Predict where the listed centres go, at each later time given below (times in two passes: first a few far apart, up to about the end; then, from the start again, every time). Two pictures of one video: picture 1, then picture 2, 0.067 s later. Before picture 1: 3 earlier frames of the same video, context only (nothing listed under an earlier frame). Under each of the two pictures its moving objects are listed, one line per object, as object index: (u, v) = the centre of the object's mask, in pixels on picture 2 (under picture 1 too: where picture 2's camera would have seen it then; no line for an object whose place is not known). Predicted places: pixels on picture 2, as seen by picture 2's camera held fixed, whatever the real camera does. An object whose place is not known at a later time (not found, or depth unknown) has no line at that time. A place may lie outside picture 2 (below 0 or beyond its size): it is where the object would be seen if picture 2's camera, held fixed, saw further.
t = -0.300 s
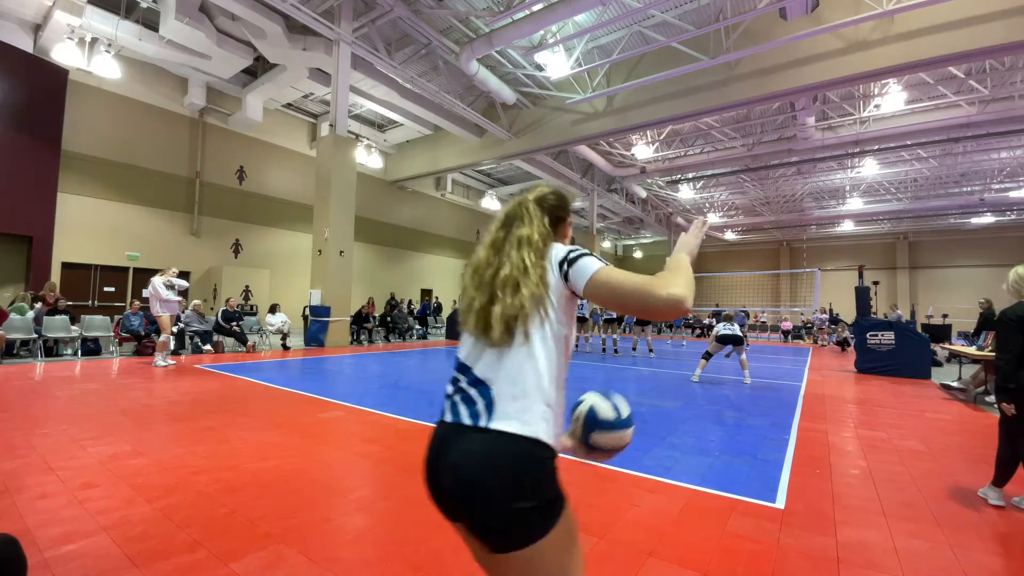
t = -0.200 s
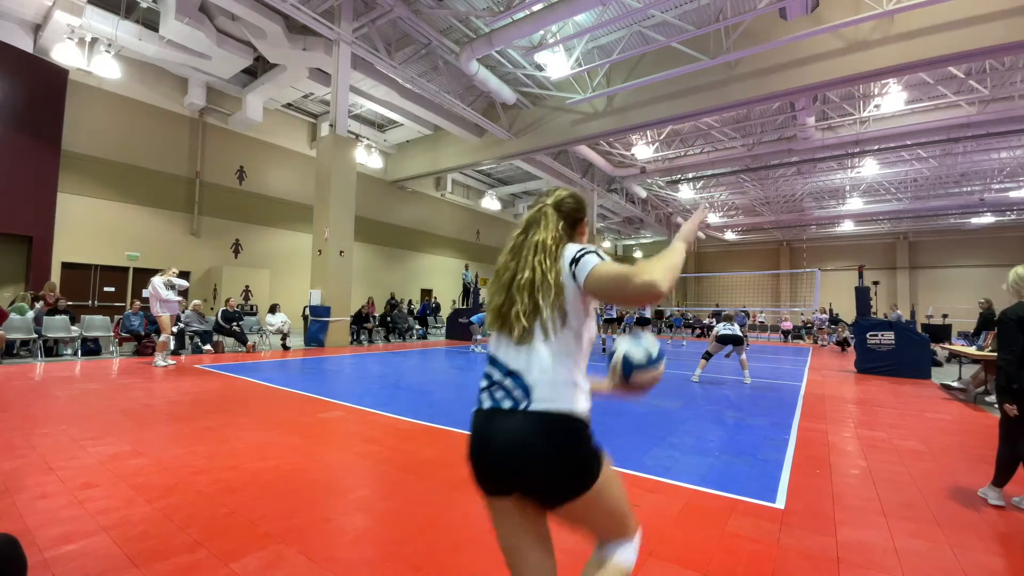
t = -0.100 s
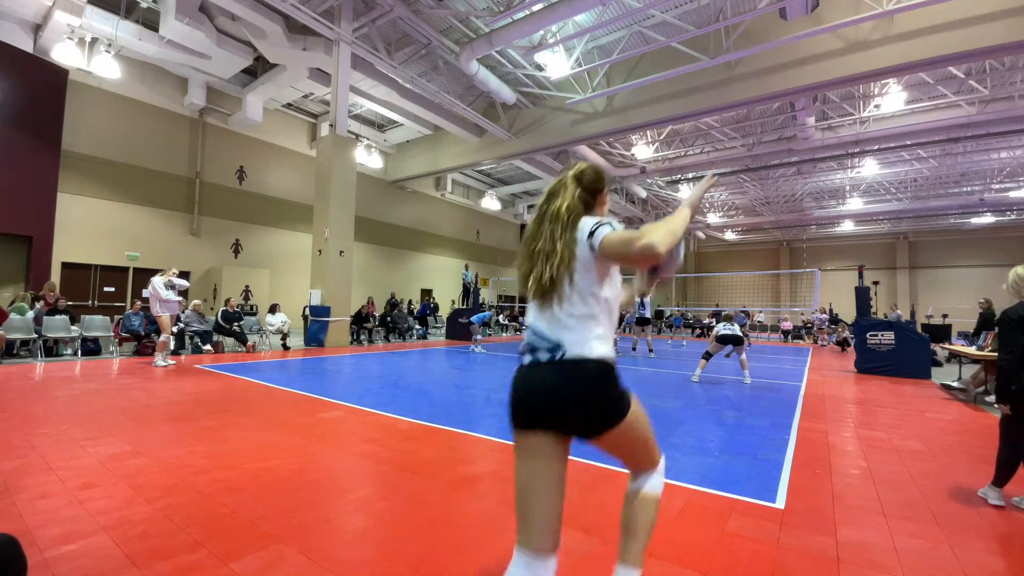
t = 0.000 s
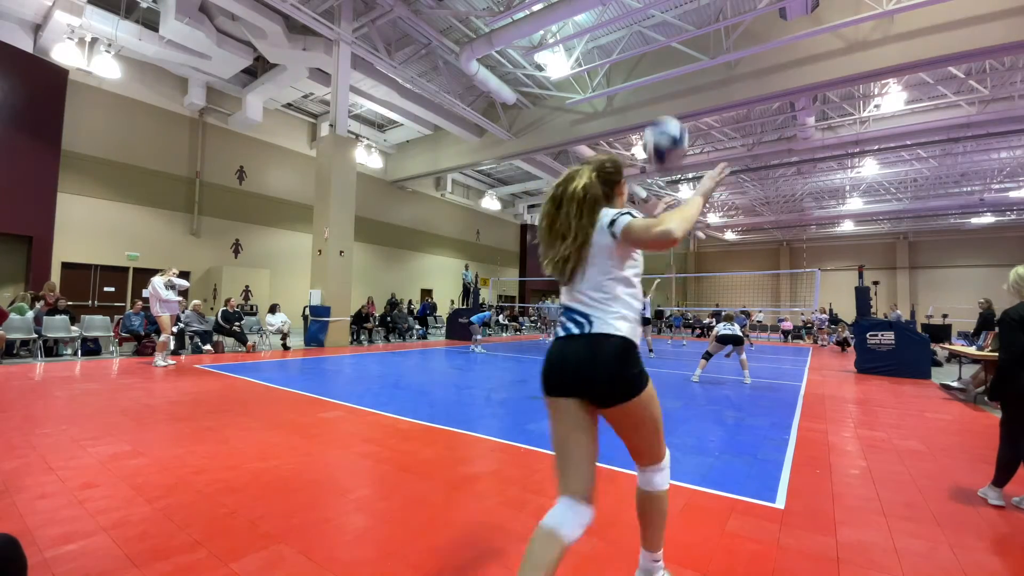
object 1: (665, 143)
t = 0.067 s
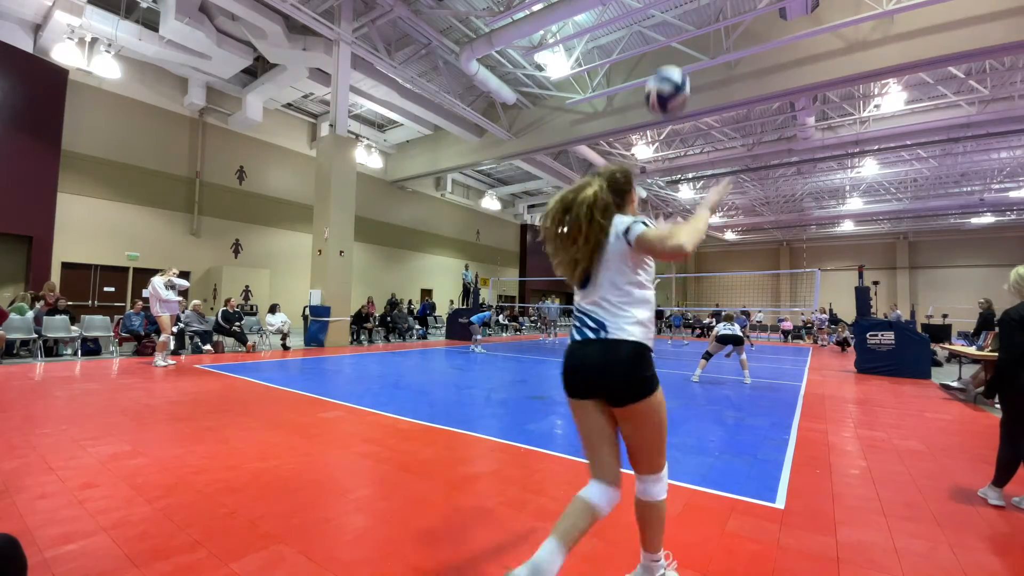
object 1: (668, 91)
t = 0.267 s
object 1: (672, 14)
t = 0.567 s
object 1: (678, 24)
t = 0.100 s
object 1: (668, 70)
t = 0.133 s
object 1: (669, 52)
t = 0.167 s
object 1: (670, 38)
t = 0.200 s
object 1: (671, 25)
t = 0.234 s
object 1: (672, 18)
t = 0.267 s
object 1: (672, 14)
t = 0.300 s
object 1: (672, 11)
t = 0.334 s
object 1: (673, 9)
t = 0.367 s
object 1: (673, 9)
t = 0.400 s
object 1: (674, 9)
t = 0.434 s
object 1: (675, 9)
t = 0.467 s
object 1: (676, 11)
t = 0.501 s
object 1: (677, 13)
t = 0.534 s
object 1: (677, 17)
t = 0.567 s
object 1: (678, 24)
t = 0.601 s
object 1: (679, 33)
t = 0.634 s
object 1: (679, 44)
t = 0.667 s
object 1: (679, 56)
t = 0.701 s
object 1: (680, 70)
